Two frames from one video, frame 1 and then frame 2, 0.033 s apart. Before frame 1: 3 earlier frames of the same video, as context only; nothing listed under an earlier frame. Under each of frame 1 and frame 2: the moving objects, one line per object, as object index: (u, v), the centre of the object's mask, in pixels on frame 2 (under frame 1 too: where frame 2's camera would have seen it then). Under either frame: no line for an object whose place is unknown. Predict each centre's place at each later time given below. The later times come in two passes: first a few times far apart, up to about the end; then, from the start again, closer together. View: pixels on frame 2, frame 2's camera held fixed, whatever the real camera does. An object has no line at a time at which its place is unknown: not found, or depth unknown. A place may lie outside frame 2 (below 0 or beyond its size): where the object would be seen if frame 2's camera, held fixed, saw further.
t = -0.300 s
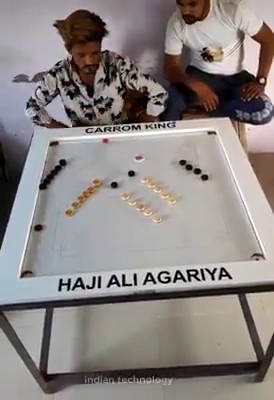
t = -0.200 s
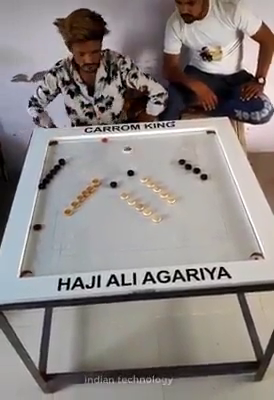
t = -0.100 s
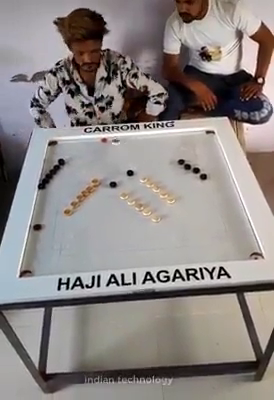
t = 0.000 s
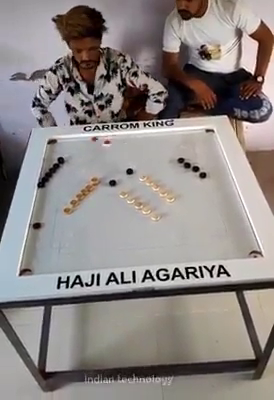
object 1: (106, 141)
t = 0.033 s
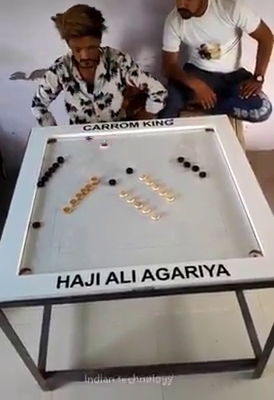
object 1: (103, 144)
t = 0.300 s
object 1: (84, 166)
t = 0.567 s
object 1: (75, 176)
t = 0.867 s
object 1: (69, 183)
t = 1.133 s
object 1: (63, 189)
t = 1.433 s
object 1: (58, 195)
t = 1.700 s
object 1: (52, 202)
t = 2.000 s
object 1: (47, 209)
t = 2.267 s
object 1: (41, 215)
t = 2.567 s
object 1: (36, 220)
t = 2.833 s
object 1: (38, 225)
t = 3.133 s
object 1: (41, 230)
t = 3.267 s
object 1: (42, 232)
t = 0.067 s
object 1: (101, 147)
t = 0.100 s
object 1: (98, 150)
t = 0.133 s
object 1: (96, 153)
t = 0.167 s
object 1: (94, 155)
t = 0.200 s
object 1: (92, 157)
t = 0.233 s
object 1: (90, 160)
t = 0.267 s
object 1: (88, 163)
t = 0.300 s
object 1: (84, 166)
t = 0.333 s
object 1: (82, 168)
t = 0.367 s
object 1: (80, 171)
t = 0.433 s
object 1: (77, 173)
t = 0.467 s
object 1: (77, 174)
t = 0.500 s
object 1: (76, 175)
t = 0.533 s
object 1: (76, 175)
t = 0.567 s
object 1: (75, 176)
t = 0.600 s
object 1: (74, 177)
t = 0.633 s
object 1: (74, 177)
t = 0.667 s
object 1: (73, 178)
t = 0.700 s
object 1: (72, 179)
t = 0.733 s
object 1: (72, 180)
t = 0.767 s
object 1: (71, 181)
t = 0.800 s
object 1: (71, 181)
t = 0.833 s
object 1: (70, 182)
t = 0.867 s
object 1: (69, 183)
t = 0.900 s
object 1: (68, 183)
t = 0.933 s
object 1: (68, 184)
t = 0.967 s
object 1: (67, 185)
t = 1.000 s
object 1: (66, 185)
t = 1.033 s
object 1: (66, 186)
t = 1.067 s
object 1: (65, 187)
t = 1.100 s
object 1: (64, 188)
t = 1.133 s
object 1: (63, 189)
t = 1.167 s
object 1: (63, 189)
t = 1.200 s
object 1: (62, 190)
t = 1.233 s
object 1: (62, 191)
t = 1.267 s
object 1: (61, 191)
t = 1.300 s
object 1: (61, 192)
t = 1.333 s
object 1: (60, 193)
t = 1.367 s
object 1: (59, 194)
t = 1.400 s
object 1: (59, 195)
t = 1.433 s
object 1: (58, 195)
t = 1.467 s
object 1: (57, 196)
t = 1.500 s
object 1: (57, 197)
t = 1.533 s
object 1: (56, 198)
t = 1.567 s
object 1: (55, 199)
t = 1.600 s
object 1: (54, 199)
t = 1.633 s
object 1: (54, 200)
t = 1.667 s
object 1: (53, 201)
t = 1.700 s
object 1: (52, 202)
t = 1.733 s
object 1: (52, 203)
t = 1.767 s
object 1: (51, 203)
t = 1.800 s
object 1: (50, 204)
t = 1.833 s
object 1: (49, 205)
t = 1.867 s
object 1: (49, 206)
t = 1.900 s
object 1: (48, 206)
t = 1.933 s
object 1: (47, 208)
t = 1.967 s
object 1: (47, 208)
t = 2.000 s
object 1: (47, 209)
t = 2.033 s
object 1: (45, 210)
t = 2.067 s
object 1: (45, 210)
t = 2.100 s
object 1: (44, 211)
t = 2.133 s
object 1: (43, 212)
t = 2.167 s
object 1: (43, 212)
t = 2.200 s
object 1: (42, 213)
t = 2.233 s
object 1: (42, 214)
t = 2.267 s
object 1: (41, 215)
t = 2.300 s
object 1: (40, 215)
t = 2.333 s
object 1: (39, 216)
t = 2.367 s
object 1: (39, 217)
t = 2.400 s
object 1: (38, 218)
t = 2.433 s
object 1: (37, 218)
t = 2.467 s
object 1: (37, 219)
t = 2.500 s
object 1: (36, 220)
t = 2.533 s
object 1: (36, 220)
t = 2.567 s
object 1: (36, 220)
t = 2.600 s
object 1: (36, 221)
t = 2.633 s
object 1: (36, 221)
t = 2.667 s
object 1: (36, 222)
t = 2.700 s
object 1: (37, 222)
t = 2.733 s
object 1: (37, 223)
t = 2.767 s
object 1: (37, 223)
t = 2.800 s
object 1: (38, 224)
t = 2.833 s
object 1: (38, 225)
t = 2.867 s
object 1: (38, 225)
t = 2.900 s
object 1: (39, 226)
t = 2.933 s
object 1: (39, 227)
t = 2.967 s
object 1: (40, 227)
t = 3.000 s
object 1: (40, 228)
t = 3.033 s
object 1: (40, 229)
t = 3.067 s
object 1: (40, 229)
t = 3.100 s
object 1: (40, 230)
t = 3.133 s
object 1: (41, 230)
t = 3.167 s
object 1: (41, 230)
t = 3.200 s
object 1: (41, 231)
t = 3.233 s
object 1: (41, 231)
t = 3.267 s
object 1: (42, 232)
